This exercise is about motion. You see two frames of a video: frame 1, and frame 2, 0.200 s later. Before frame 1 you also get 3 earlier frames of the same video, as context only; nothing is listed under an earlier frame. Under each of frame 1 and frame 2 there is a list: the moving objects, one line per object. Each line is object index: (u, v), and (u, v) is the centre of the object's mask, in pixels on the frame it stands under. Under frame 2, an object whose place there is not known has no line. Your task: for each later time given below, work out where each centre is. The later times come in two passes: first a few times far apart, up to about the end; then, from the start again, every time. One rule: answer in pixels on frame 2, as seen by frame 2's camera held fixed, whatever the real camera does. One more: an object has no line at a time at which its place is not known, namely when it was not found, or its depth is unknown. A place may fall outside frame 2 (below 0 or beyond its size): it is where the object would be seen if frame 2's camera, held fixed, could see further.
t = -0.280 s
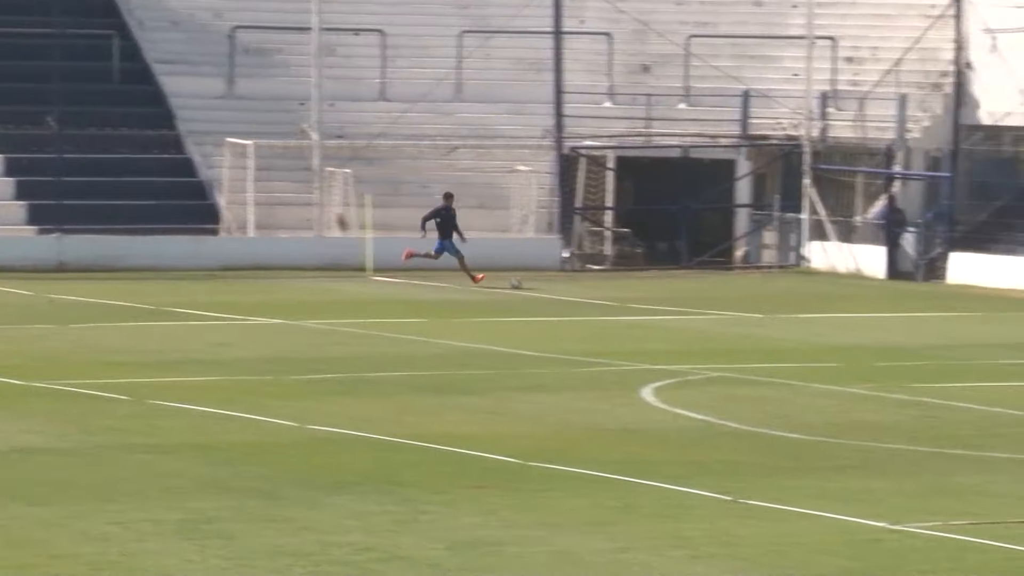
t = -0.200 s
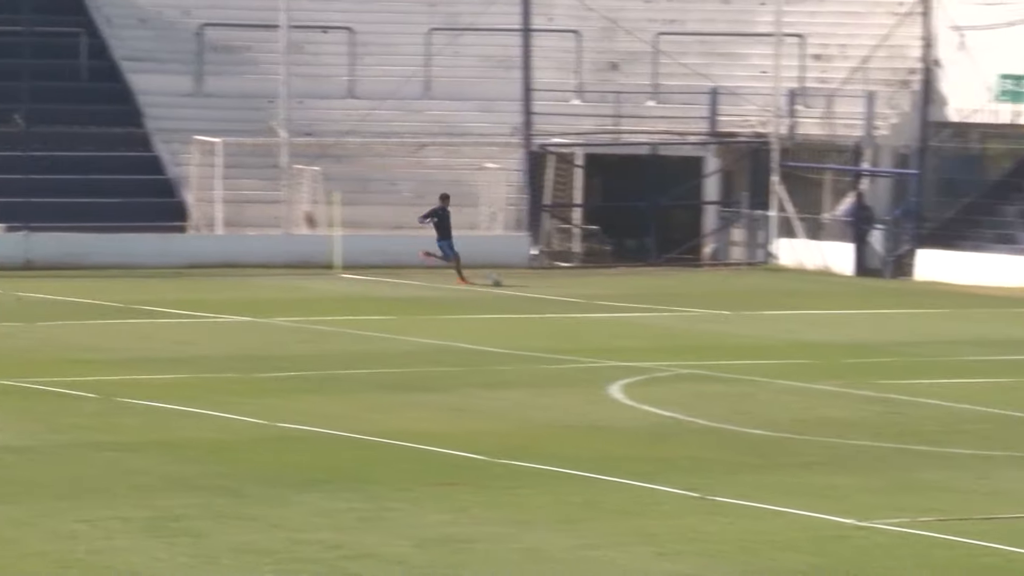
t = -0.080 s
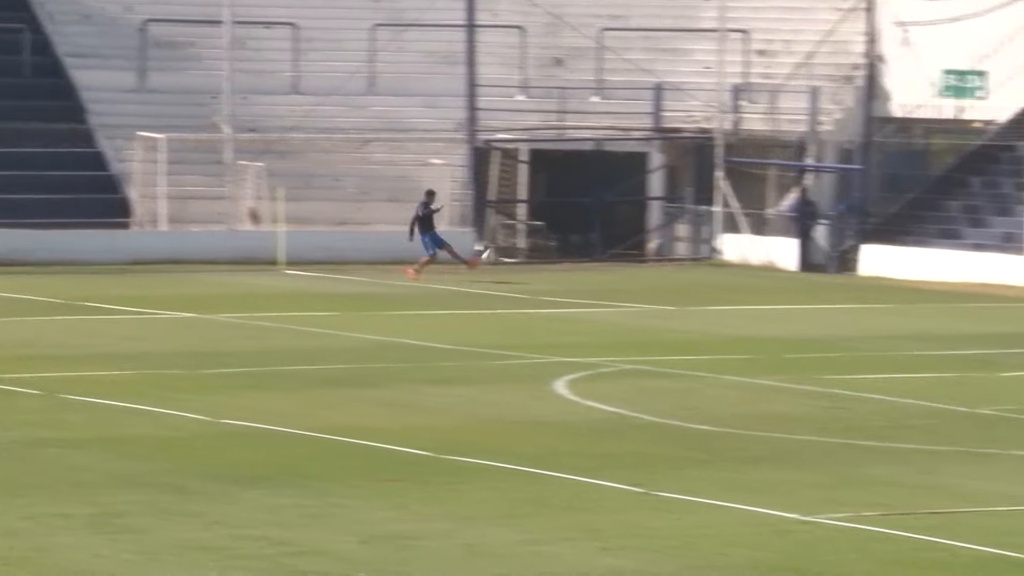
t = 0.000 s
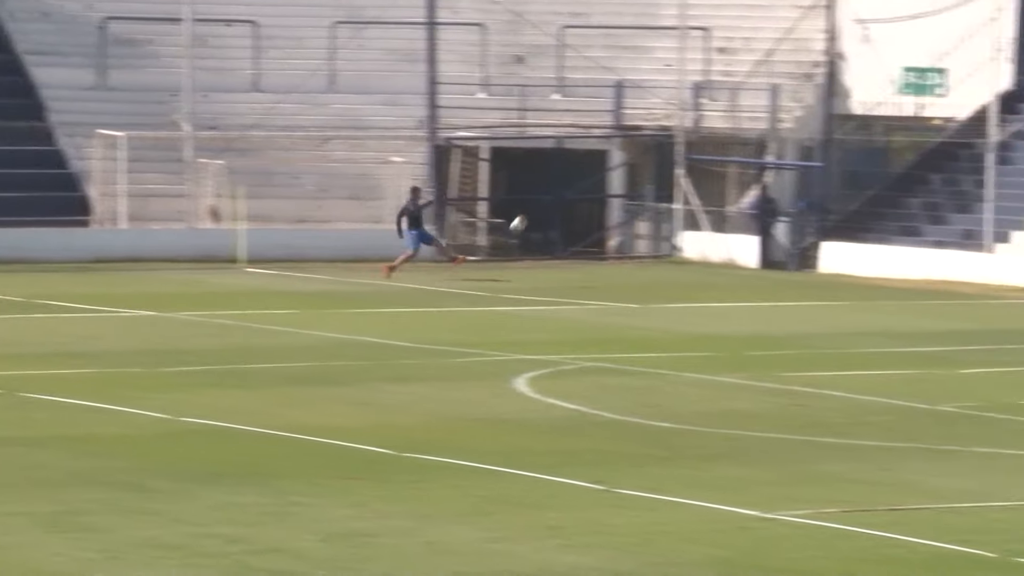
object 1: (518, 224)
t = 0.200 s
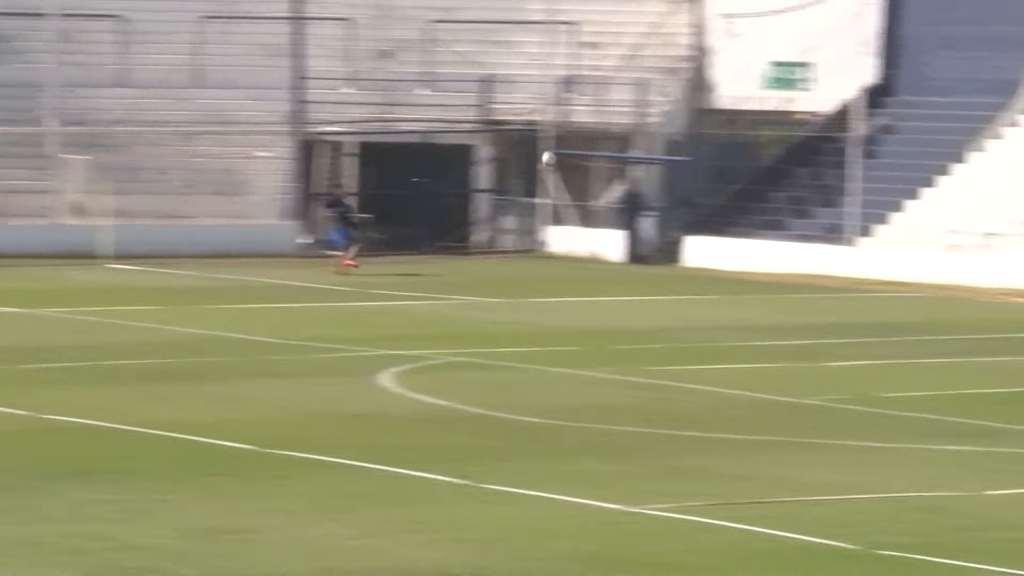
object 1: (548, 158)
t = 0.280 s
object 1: (611, 142)
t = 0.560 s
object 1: (819, 112)
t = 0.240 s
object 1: (579, 150)
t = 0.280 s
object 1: (611, 142)
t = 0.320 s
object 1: (639, 133)
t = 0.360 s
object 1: (670, 127)
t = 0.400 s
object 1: (702, 123)
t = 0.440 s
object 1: (732, 119)
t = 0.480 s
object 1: (761, 116)
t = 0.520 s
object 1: (789, 113)
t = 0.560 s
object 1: (819, 112)
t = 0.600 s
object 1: (845, 112)
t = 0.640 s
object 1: (875, 113)
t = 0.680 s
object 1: (904, 116)
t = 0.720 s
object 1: (932, 119)
